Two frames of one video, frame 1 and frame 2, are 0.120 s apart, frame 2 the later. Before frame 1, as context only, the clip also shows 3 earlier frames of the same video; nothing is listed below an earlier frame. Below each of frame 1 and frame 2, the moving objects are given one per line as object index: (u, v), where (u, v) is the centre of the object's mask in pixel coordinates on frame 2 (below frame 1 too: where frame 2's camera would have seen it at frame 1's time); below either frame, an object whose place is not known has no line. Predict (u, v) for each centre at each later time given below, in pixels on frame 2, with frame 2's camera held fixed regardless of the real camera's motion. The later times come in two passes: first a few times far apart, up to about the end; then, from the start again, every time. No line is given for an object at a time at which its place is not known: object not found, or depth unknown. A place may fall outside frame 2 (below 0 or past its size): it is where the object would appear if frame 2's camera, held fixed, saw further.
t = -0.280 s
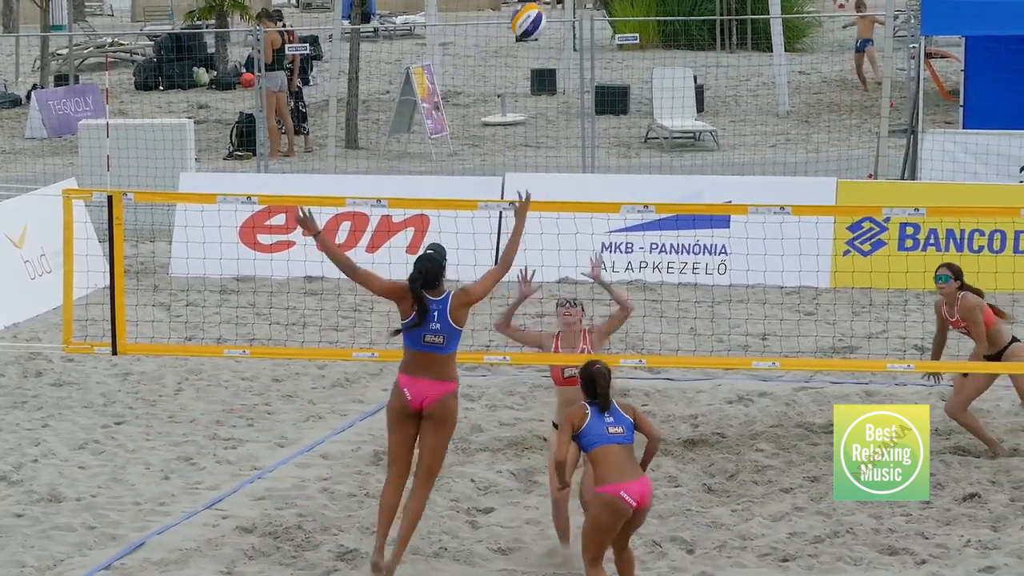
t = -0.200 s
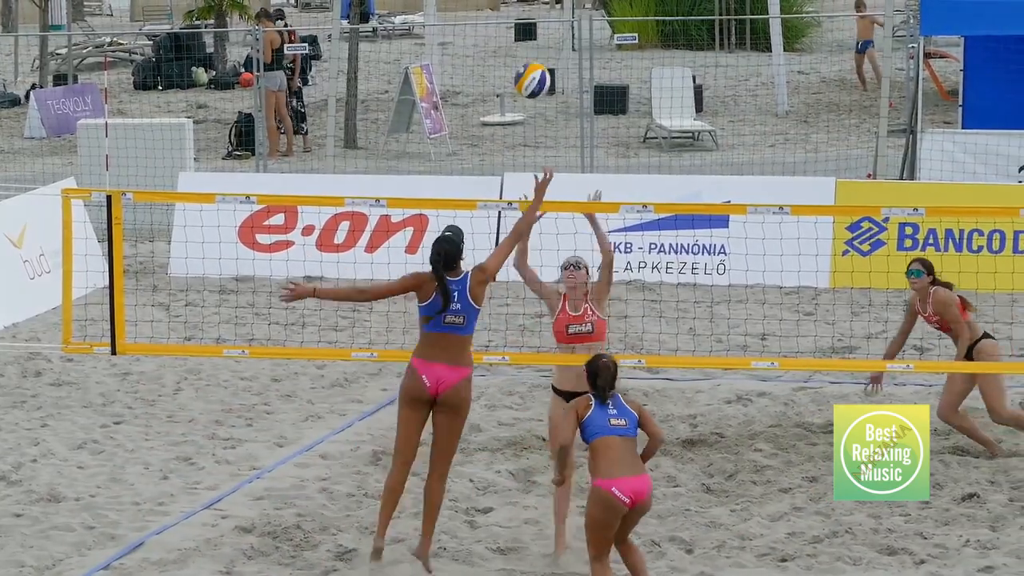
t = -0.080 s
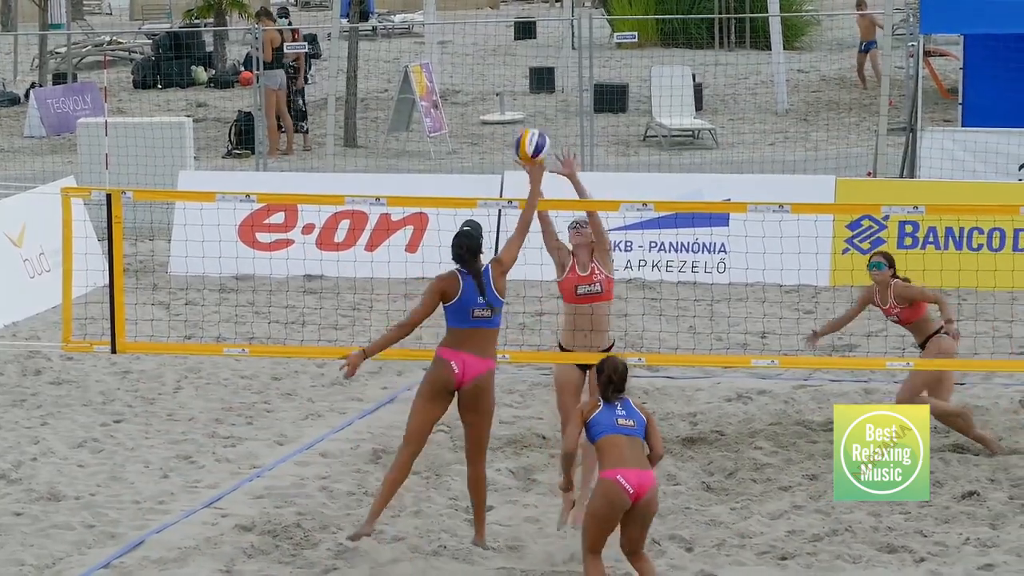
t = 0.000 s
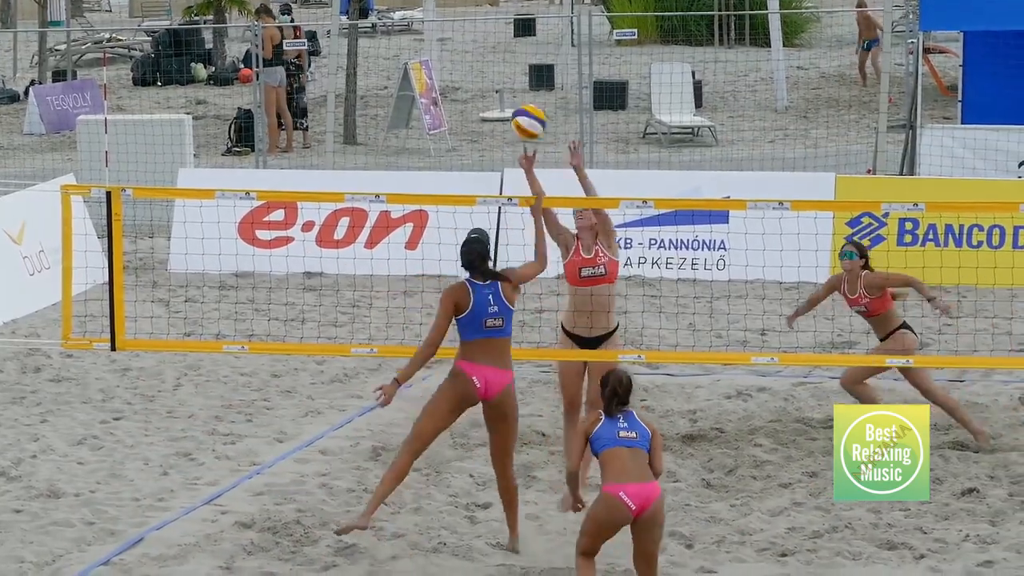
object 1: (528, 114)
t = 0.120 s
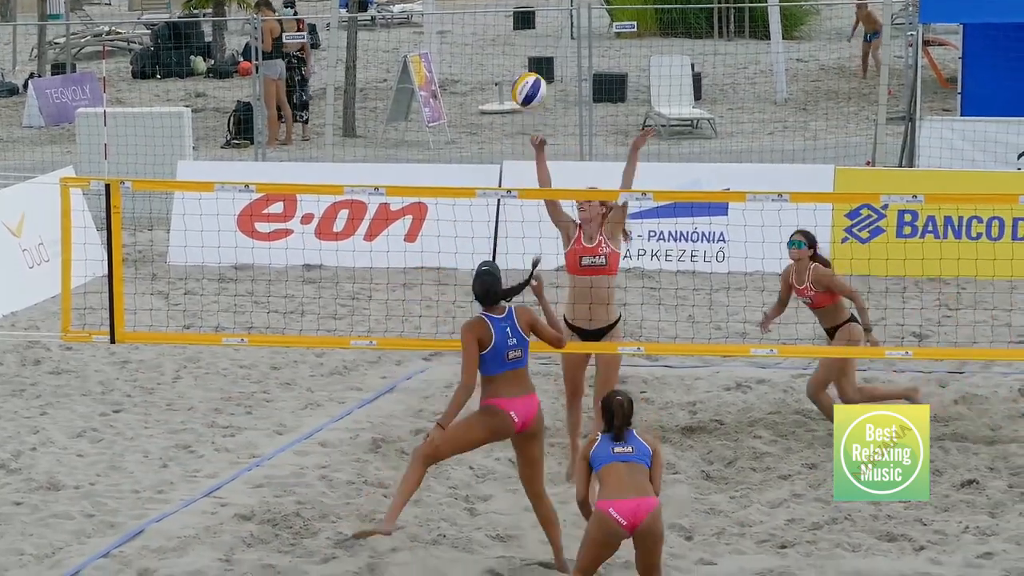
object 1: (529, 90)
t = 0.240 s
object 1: (532, 90)
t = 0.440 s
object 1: (541, 141)
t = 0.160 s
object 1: (531, 87)
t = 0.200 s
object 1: (531, 87)
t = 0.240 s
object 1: (532, 90)
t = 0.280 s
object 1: (534, 93)
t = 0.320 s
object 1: (535, 101)
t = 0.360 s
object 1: (538, 111)
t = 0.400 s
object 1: (539, 124)
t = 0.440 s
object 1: (541, 141)
